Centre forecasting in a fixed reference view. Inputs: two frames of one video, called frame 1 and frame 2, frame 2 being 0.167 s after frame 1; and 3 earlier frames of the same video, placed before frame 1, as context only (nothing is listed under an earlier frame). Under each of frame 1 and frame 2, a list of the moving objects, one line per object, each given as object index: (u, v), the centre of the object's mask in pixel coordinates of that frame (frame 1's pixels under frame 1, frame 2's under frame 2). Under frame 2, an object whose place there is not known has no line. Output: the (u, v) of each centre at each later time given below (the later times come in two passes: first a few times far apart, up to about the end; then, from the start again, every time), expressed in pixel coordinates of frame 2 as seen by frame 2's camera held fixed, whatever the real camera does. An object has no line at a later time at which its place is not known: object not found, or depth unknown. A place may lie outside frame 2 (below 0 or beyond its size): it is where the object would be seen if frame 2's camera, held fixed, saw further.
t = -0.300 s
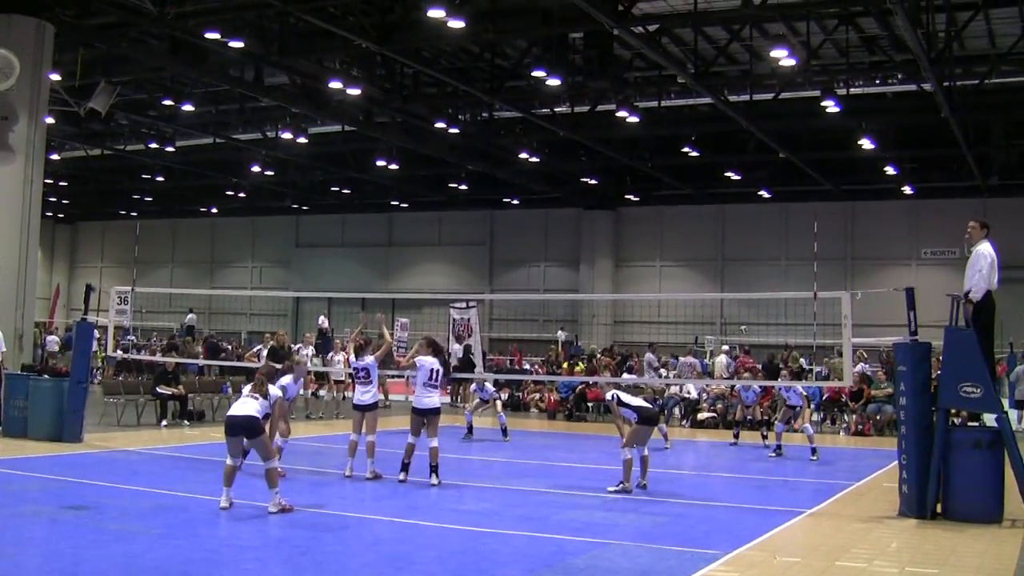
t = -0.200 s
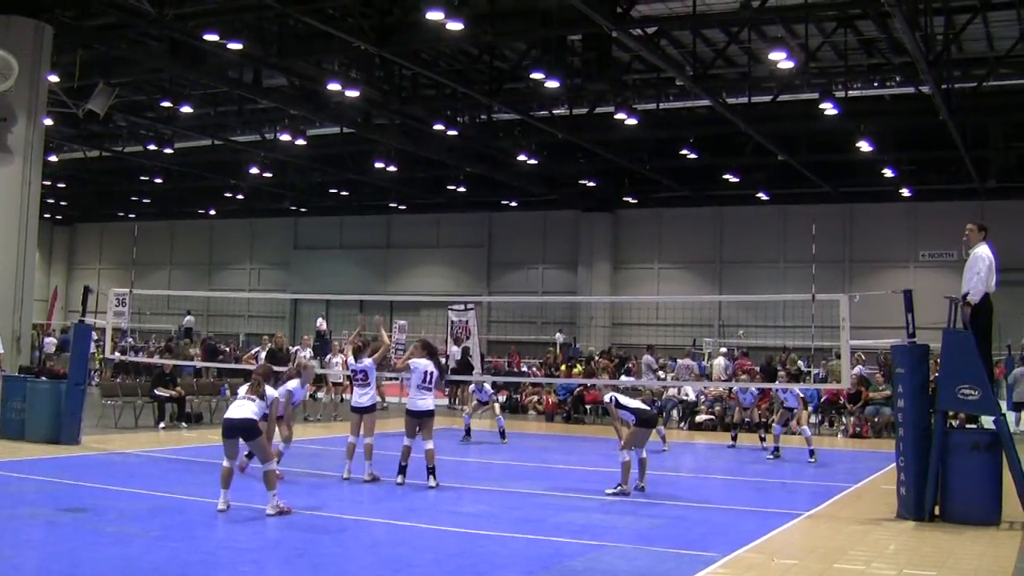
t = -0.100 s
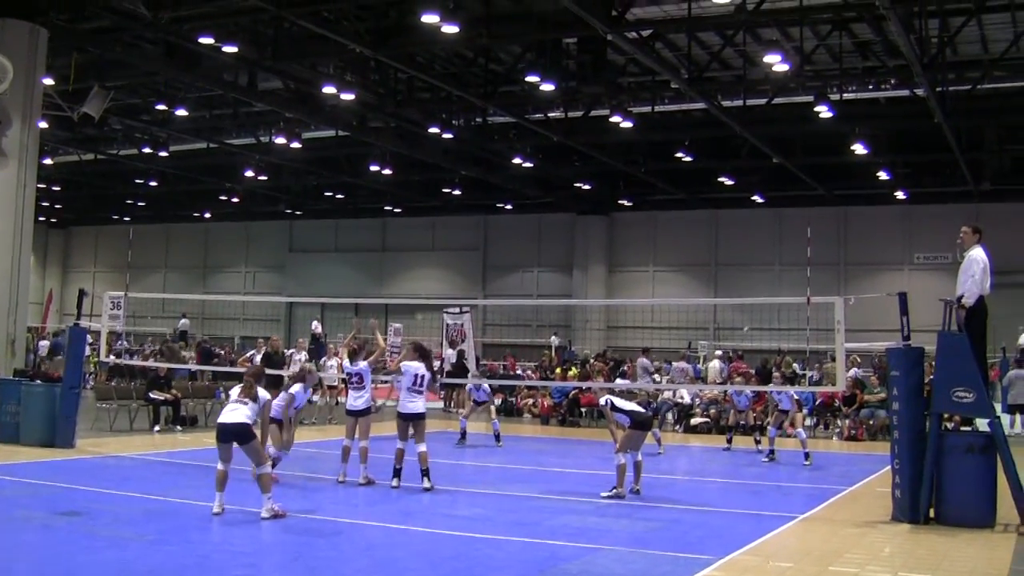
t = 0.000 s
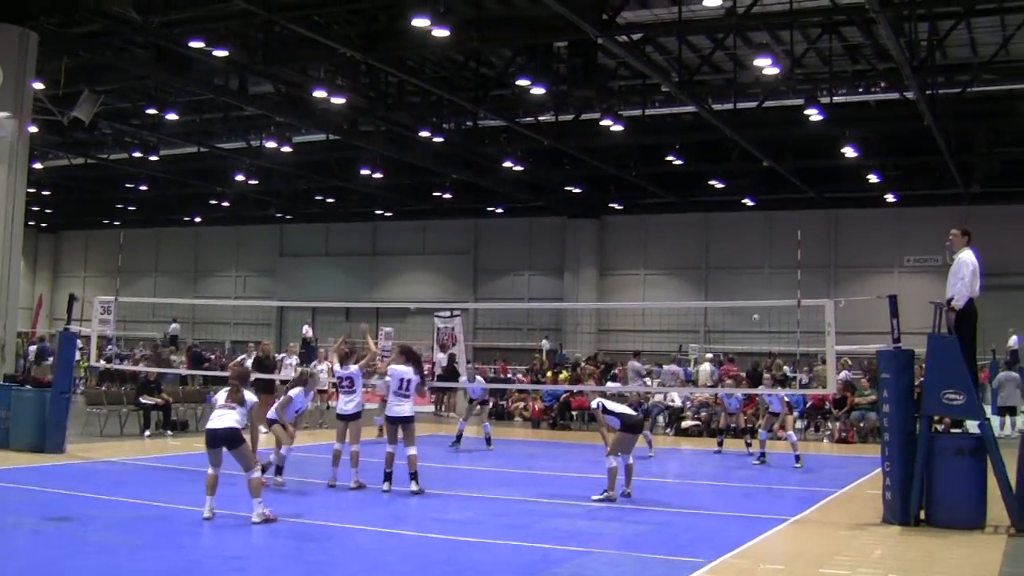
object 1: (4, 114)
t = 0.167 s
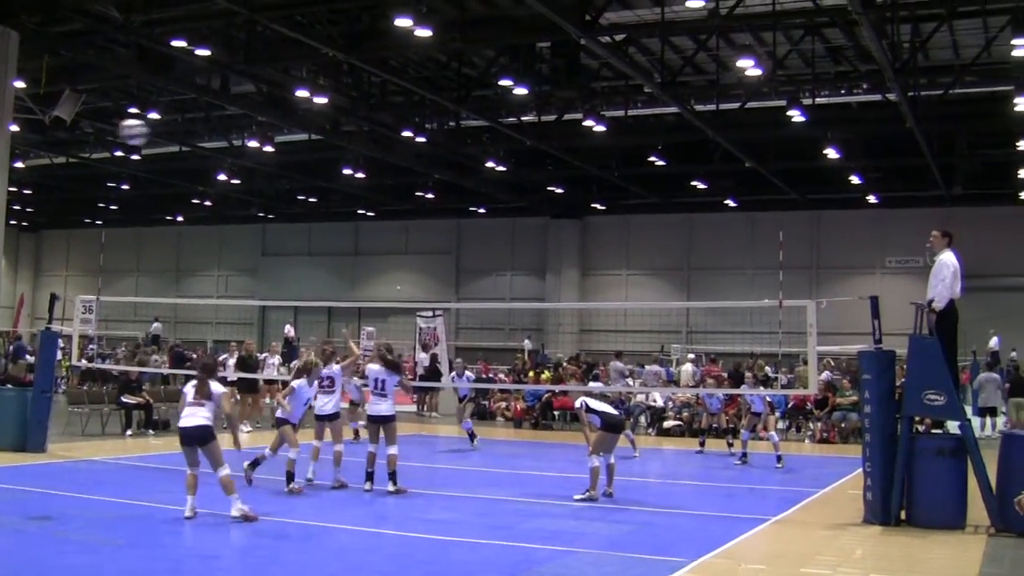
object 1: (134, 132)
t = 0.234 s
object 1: (178, 141)
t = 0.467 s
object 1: (288, 201)
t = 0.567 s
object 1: (322, 233)
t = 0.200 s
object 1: (156, 136)
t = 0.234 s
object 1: (178, 141)
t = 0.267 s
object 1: (197, 148)
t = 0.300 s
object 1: (215, 155)
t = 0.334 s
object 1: (232, 163)
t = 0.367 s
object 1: (248, 171)
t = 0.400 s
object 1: (262, 180)
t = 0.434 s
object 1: (276, 190)
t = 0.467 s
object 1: (288, 201)
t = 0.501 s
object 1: (301, 211)
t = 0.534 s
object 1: (312, 221)
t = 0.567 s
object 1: (322, 233)
